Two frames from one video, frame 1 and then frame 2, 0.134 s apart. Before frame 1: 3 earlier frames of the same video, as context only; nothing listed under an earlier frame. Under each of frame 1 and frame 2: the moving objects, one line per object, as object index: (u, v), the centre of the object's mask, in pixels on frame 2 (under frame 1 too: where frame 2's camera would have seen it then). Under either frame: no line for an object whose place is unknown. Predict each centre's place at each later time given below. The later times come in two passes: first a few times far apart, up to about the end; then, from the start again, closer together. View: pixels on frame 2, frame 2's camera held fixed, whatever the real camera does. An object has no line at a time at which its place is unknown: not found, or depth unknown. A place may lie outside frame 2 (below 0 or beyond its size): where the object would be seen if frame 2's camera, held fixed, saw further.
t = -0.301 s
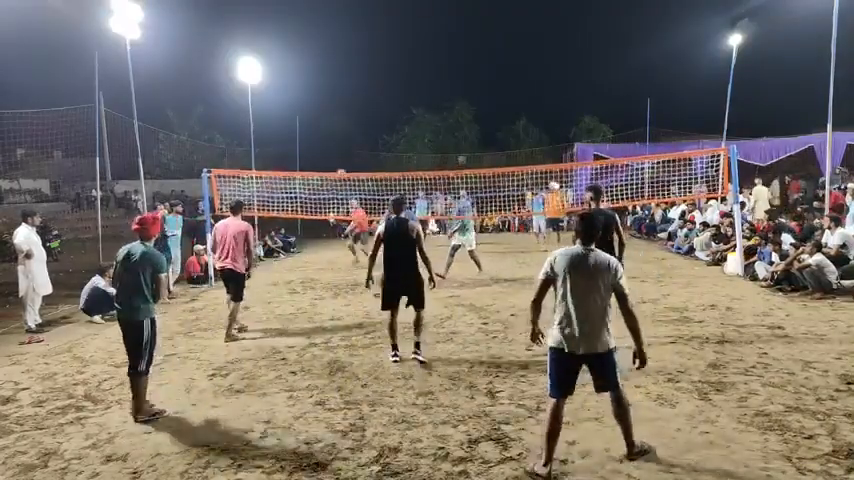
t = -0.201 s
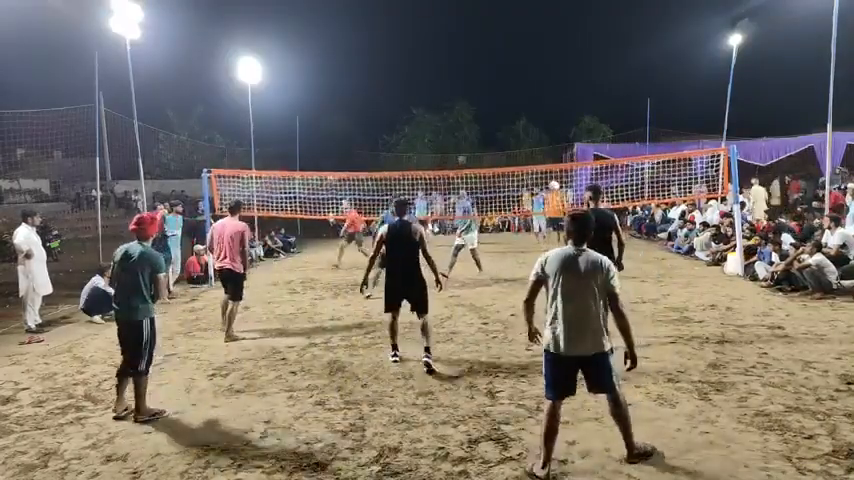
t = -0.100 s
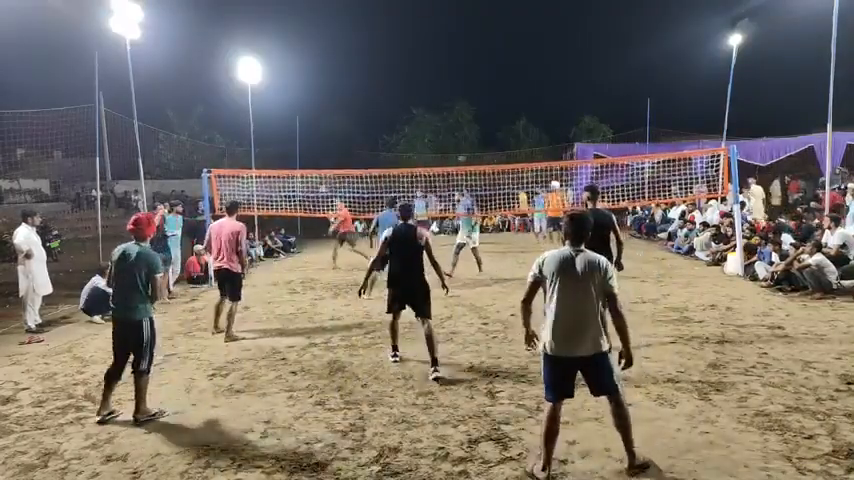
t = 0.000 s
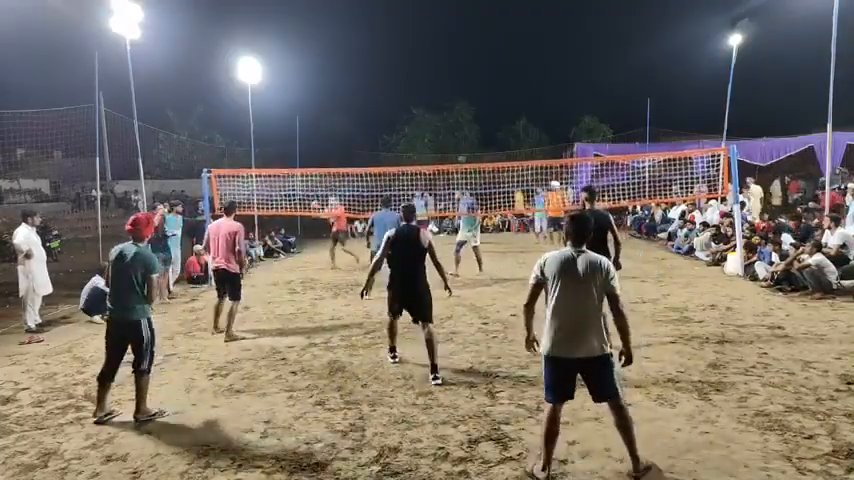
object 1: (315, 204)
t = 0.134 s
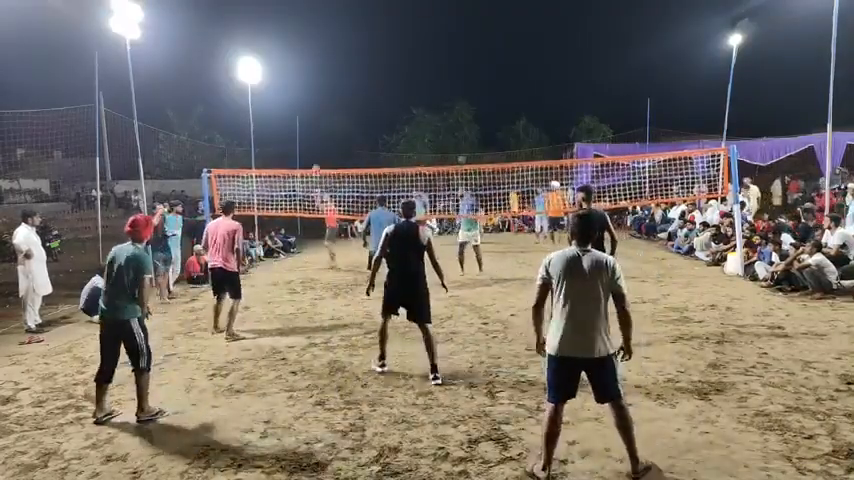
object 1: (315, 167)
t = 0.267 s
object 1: (319, 130)
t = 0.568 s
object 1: (334, 54)
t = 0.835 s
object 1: (360, 9)
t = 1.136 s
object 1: (409, 27)
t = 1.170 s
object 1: (417, 36)
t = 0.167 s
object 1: (317, 160)
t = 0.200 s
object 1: (317, 150)
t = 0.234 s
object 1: (318, 139)
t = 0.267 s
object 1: (319, 130)
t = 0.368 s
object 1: (323, 102)
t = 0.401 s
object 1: (325, 94)
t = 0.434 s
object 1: (326, 85)
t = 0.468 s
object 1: (327, 76)
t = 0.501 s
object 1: (330, 69)
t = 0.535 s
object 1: (331, 61)
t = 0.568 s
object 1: (334, 54)
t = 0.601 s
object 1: (338, 41)
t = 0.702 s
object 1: (346, 24)
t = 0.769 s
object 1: (353, 15)
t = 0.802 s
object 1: (356, 12)
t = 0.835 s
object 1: (360, 9)
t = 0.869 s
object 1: (364, 7)
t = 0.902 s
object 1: (369, 6)
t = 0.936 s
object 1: (373, 6)
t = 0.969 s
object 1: (379, 7)
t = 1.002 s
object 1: (384, 8)
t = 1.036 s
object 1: (389, 10)
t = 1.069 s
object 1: (396, 14)
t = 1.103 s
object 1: (402, 20)
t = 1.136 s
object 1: (409, 27)
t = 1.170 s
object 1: (417, 36)
